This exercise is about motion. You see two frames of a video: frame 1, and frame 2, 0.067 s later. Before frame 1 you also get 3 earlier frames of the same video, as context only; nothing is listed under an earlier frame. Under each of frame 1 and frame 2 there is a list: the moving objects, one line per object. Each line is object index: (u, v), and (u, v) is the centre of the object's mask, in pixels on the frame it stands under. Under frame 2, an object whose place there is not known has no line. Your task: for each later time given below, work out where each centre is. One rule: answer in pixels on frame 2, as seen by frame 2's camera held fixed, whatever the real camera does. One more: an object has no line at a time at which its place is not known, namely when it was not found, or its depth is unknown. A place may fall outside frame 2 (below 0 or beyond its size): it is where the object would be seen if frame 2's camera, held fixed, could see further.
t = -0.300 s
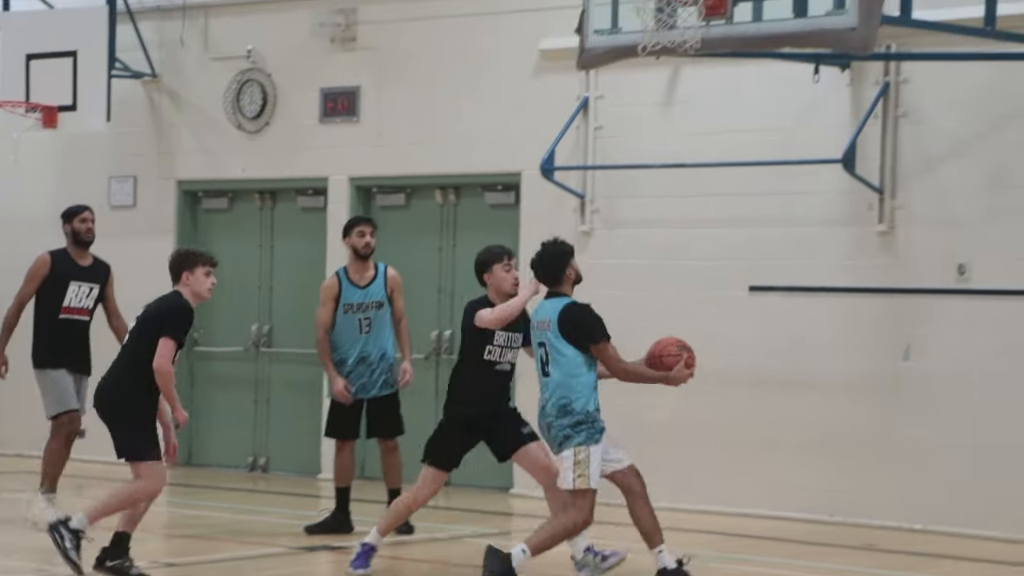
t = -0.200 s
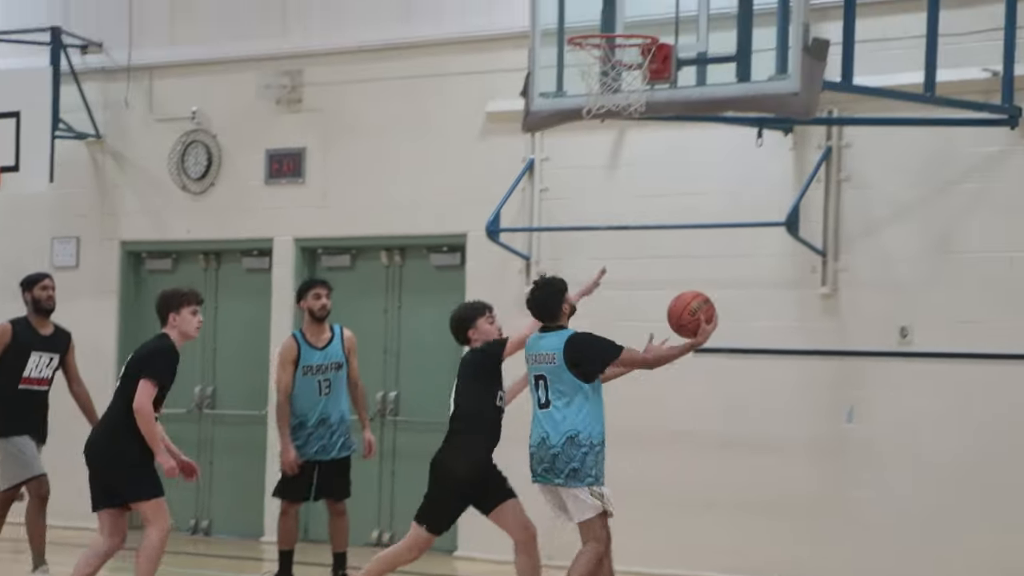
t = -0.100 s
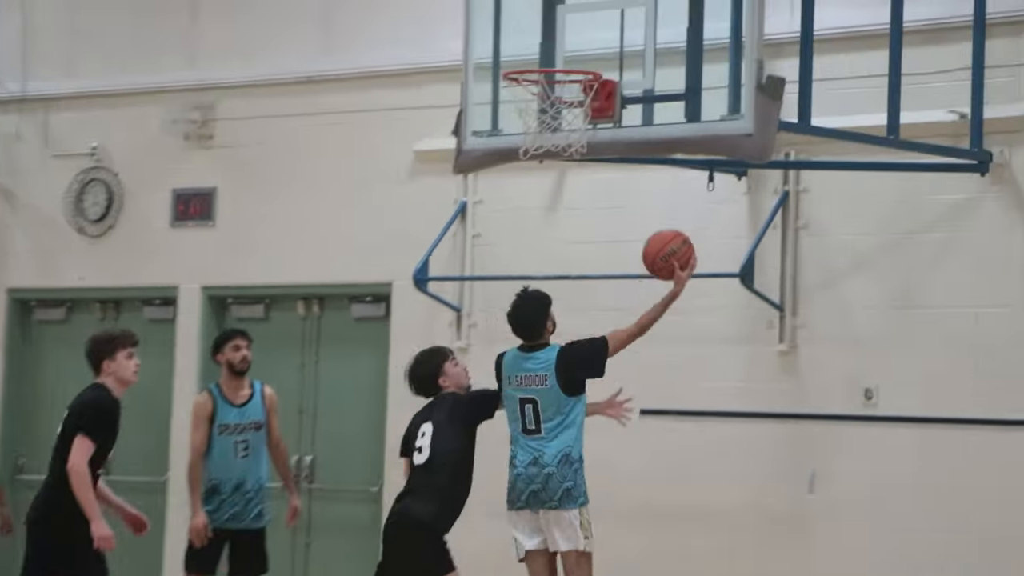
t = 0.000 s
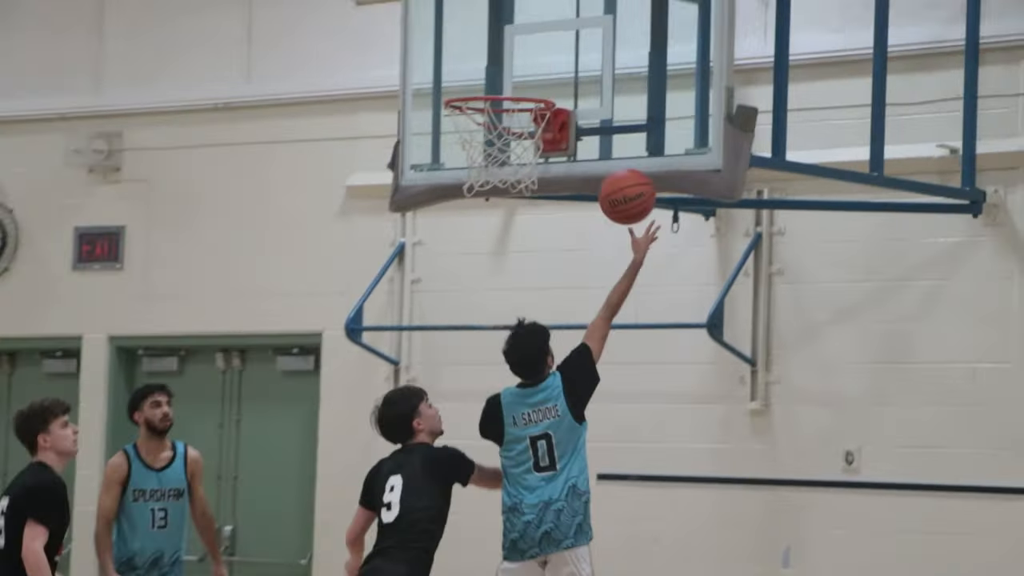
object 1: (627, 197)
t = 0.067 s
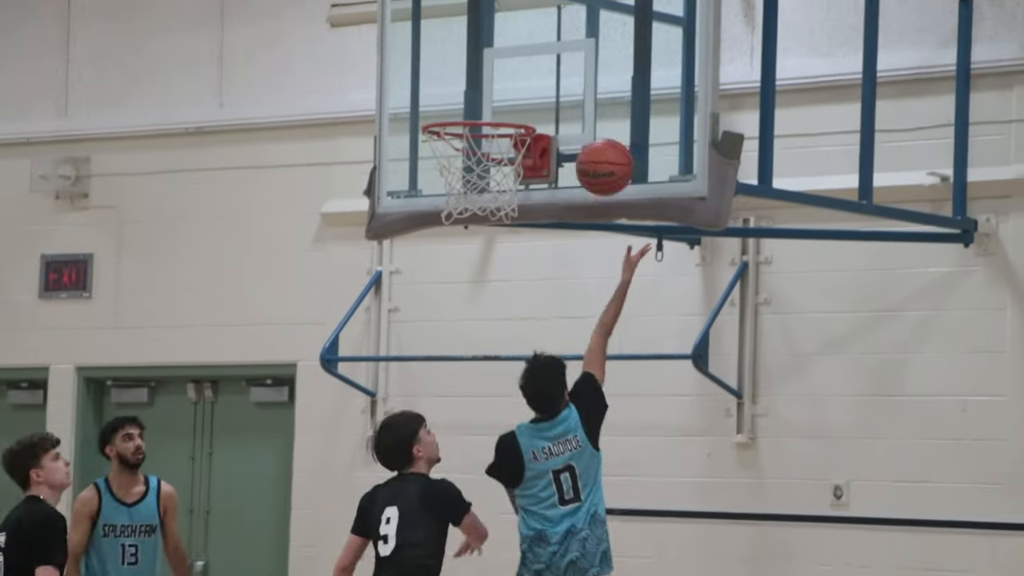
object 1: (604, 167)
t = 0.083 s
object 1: (603, 153)
